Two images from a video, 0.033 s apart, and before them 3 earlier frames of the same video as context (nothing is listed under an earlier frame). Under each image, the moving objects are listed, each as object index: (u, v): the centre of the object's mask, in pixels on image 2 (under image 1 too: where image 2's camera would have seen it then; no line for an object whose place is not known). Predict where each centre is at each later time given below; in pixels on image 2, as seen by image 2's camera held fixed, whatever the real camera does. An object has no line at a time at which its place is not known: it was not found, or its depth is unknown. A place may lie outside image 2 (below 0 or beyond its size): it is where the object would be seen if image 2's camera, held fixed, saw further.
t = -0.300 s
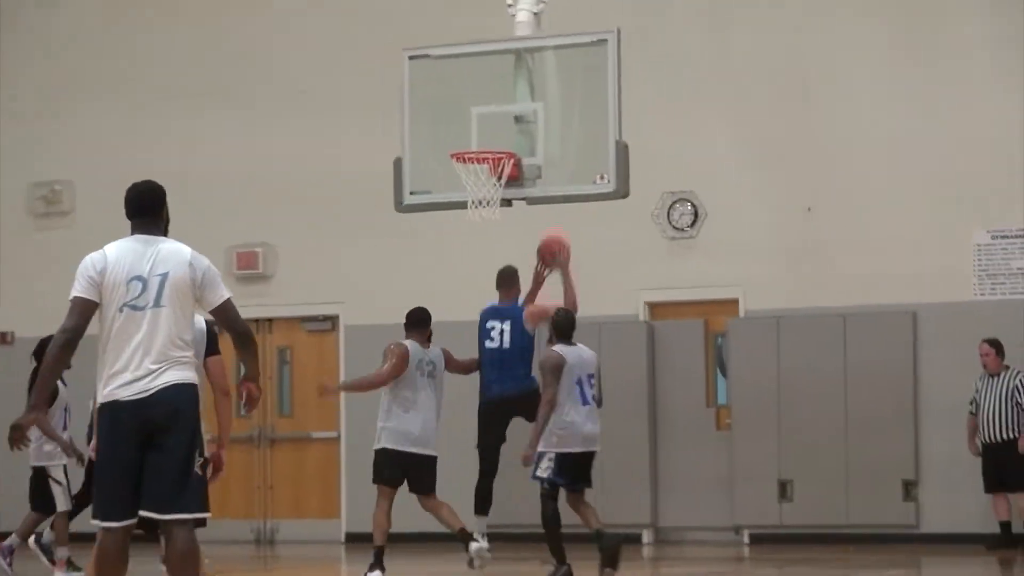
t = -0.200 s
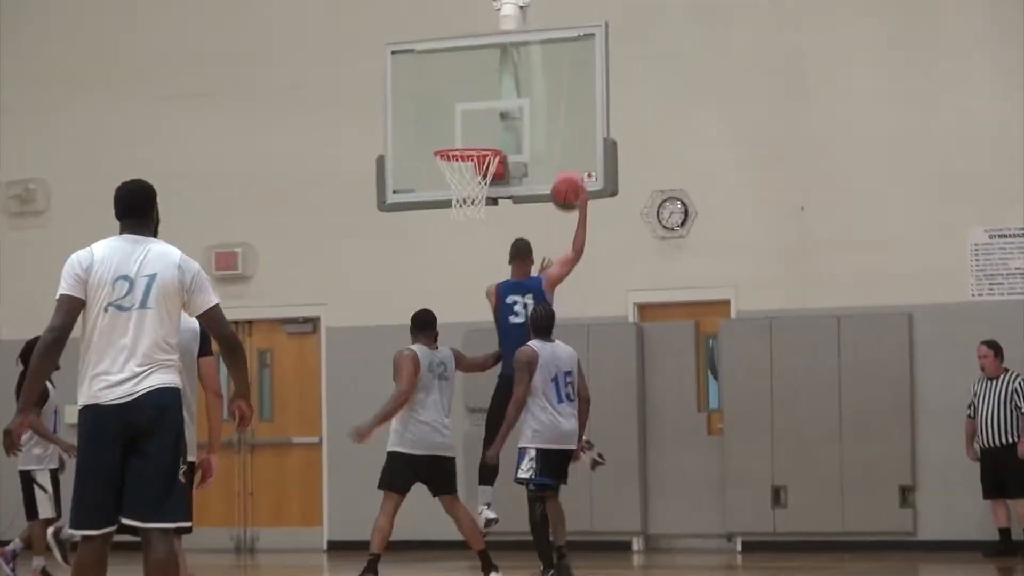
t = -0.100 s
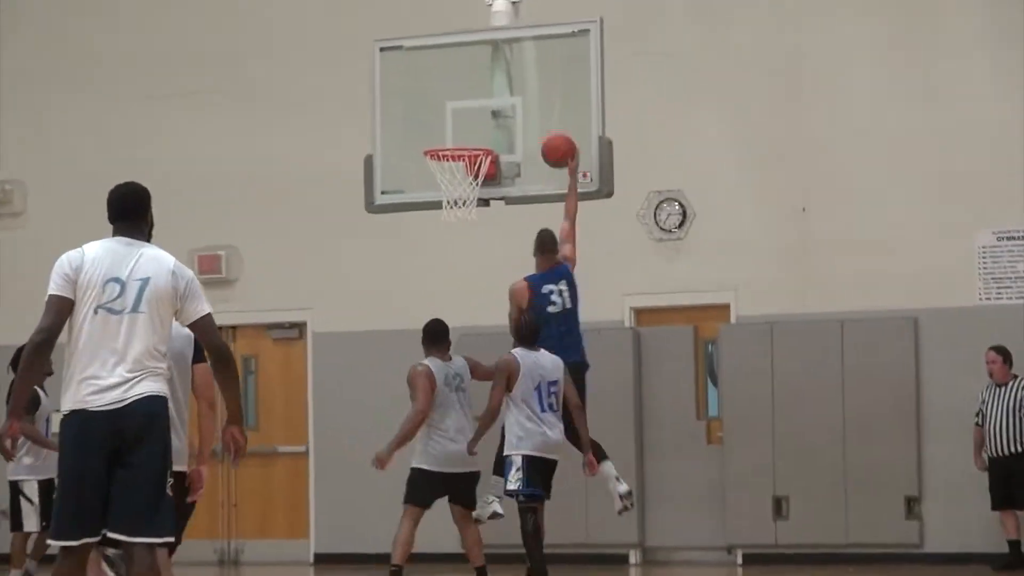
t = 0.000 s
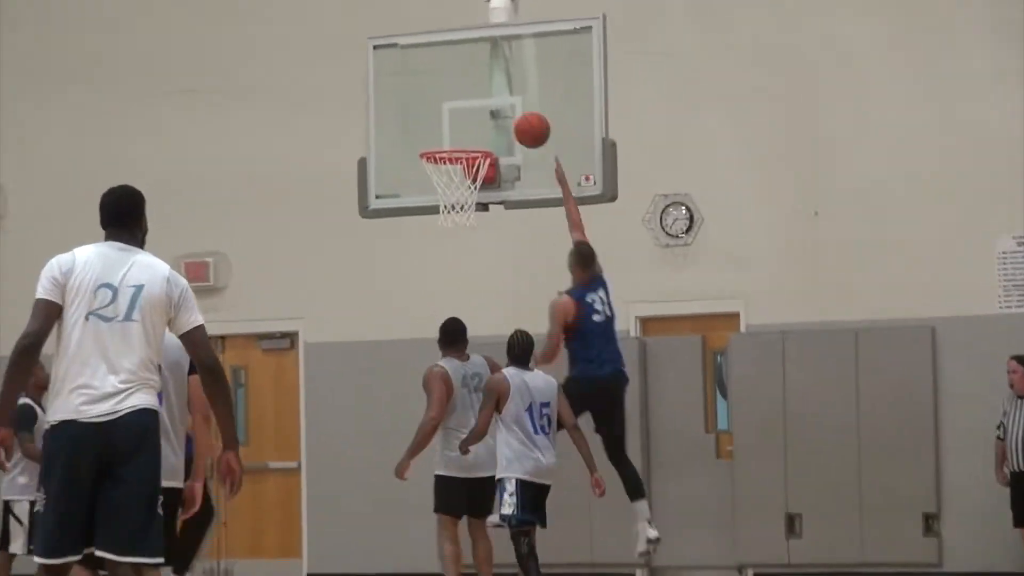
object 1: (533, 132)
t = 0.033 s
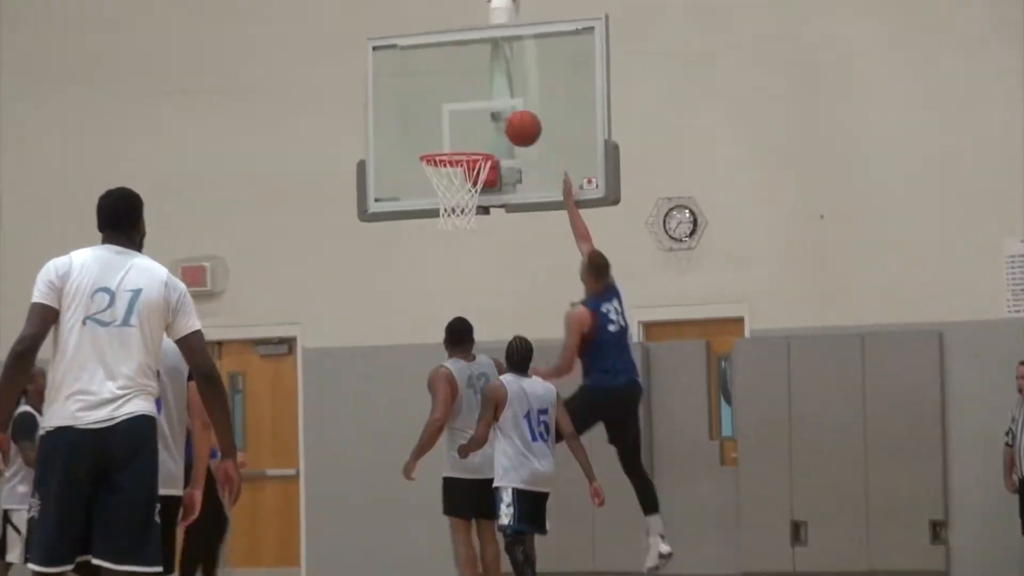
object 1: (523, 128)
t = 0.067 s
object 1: (512, 126)
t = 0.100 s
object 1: (503, 125)
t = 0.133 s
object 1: (493, 126)
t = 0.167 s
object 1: (483, 128)
